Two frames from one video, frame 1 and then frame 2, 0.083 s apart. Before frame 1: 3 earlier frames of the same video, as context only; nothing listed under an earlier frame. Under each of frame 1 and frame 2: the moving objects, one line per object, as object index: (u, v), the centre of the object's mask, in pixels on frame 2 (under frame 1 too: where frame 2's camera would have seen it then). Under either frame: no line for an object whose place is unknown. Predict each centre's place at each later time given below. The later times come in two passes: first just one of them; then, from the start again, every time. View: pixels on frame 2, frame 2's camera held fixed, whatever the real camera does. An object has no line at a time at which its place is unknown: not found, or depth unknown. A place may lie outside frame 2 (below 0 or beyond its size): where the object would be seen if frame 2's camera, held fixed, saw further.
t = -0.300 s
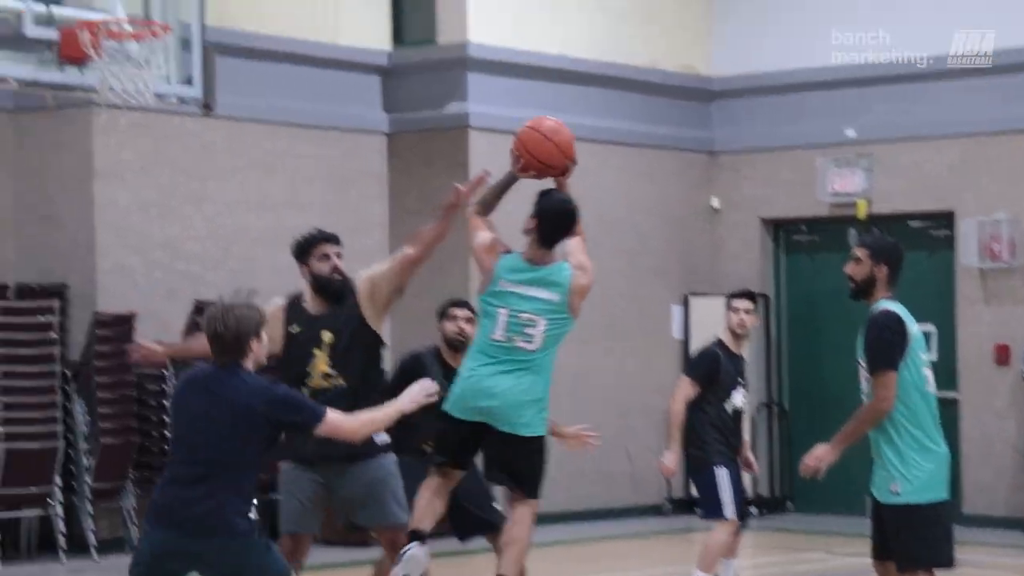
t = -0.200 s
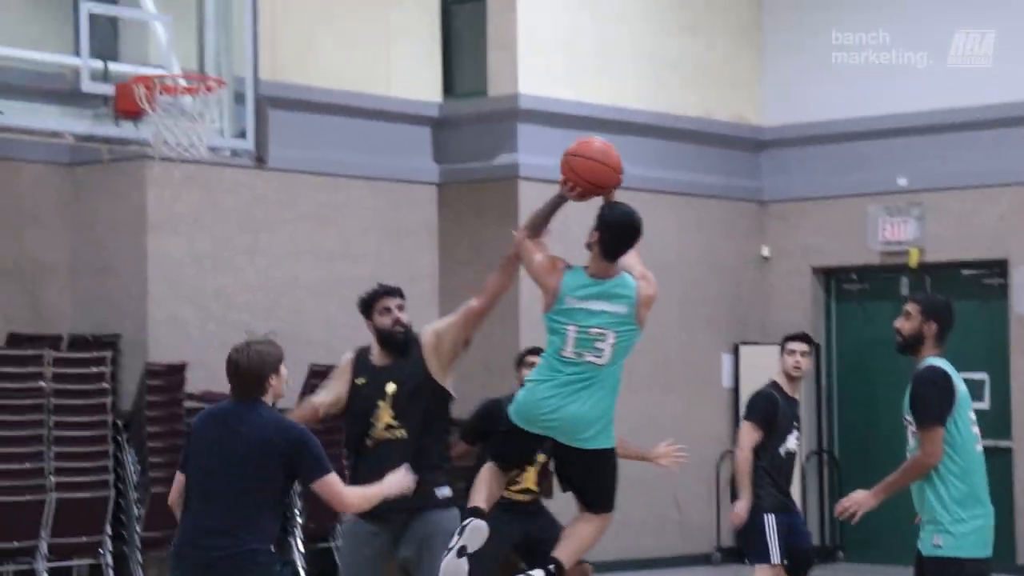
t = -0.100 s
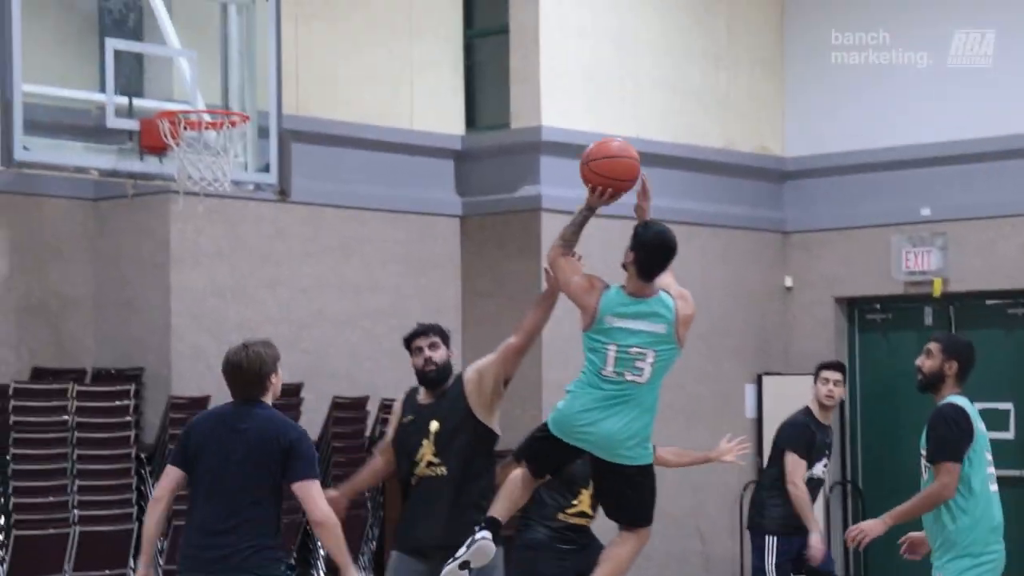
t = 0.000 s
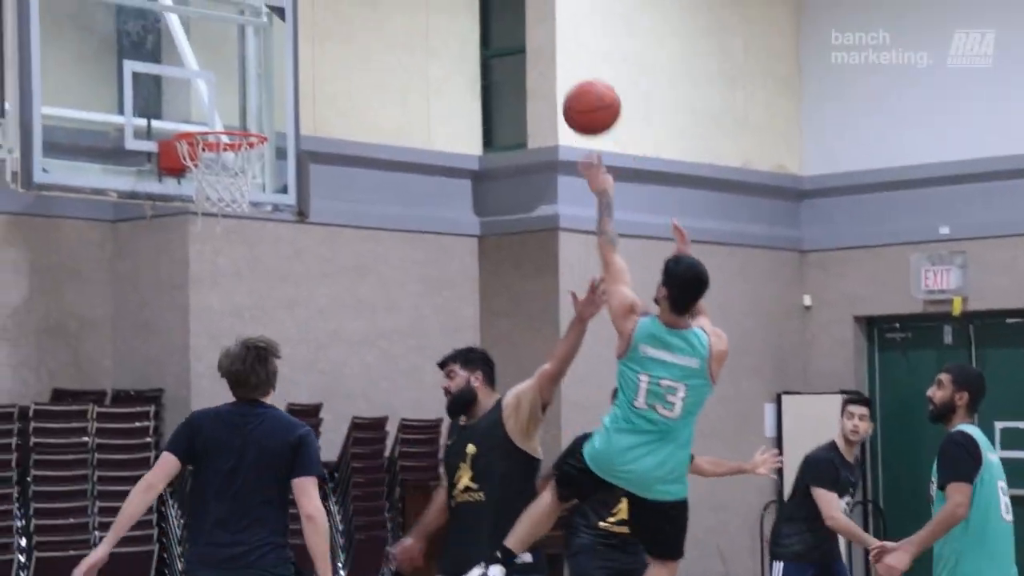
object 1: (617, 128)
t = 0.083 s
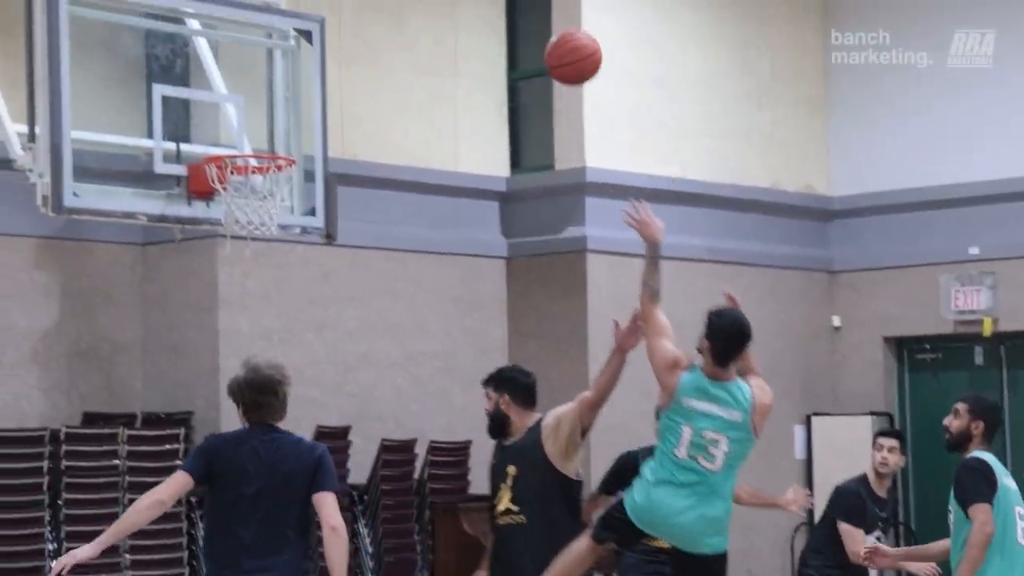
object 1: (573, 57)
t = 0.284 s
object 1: (476, -38)
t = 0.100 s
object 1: (564, 45)
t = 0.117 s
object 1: (556, 33)
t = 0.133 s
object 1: (547, 23)
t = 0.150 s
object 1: (539, 13)
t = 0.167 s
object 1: (531, 4)
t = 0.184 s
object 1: (523, -3)
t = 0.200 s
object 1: (515, -10)
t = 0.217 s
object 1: (507, -17)
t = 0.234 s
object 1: (499, -23)
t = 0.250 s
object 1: (491, -28)
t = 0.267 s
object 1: (483, -33)
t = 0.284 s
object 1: (476, -38)
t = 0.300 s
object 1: (468, -42)
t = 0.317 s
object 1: (461, -46)
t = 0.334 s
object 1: (453, -49)
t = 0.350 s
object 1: (446, -52)
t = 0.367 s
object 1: (439, -53)
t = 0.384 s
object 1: (432, -54)
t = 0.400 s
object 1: (424, -54)
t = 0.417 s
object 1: (417, -53)
